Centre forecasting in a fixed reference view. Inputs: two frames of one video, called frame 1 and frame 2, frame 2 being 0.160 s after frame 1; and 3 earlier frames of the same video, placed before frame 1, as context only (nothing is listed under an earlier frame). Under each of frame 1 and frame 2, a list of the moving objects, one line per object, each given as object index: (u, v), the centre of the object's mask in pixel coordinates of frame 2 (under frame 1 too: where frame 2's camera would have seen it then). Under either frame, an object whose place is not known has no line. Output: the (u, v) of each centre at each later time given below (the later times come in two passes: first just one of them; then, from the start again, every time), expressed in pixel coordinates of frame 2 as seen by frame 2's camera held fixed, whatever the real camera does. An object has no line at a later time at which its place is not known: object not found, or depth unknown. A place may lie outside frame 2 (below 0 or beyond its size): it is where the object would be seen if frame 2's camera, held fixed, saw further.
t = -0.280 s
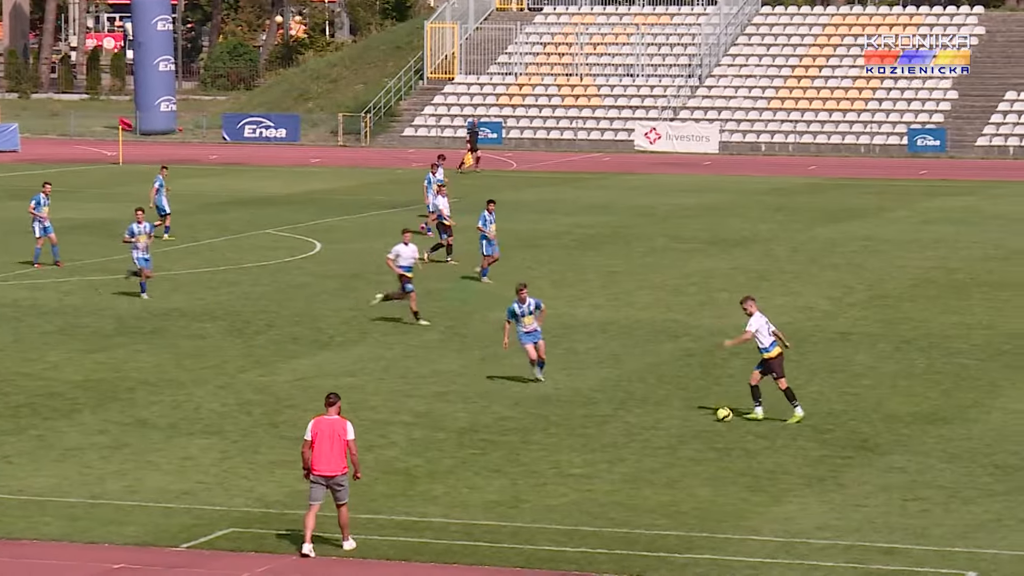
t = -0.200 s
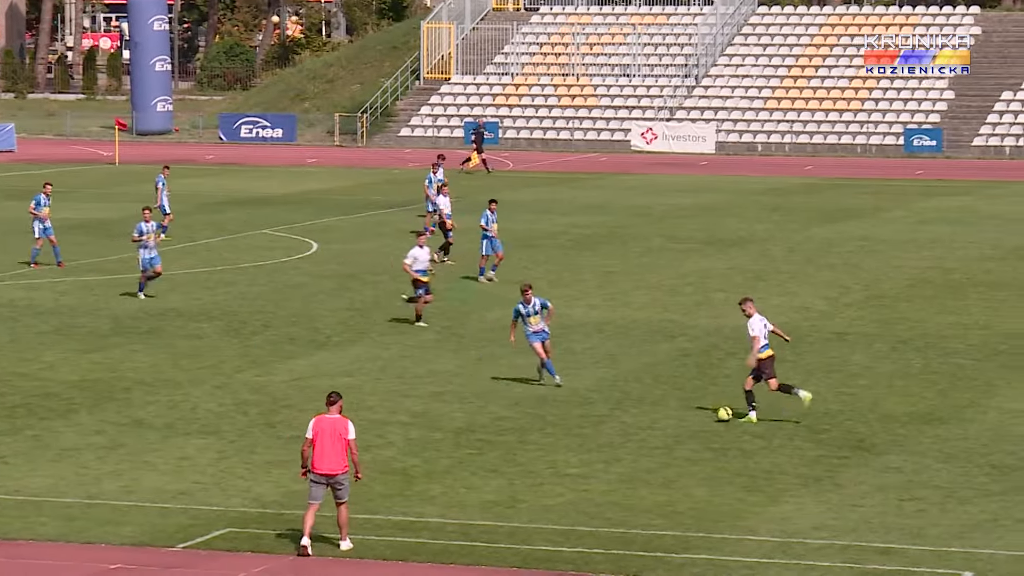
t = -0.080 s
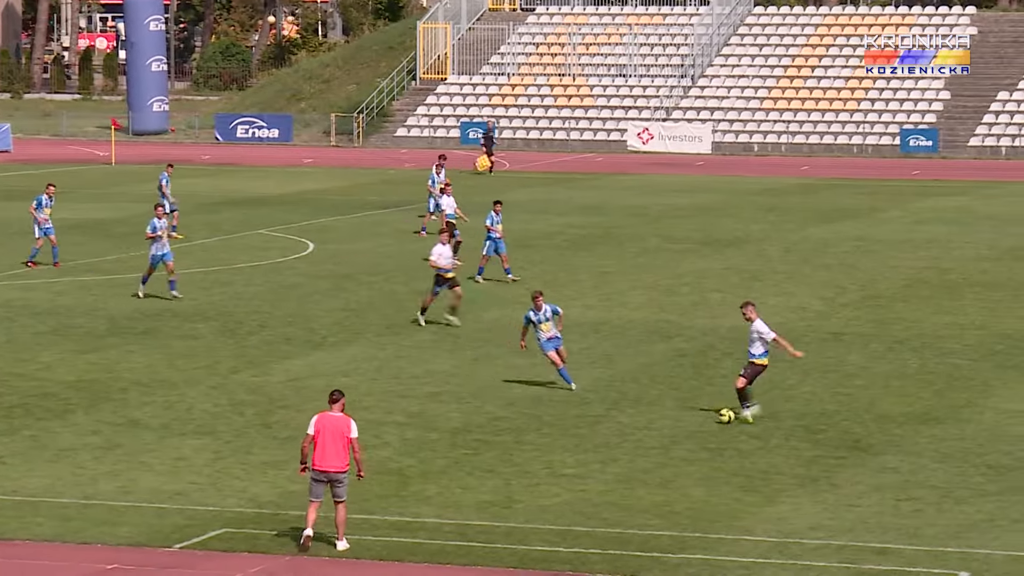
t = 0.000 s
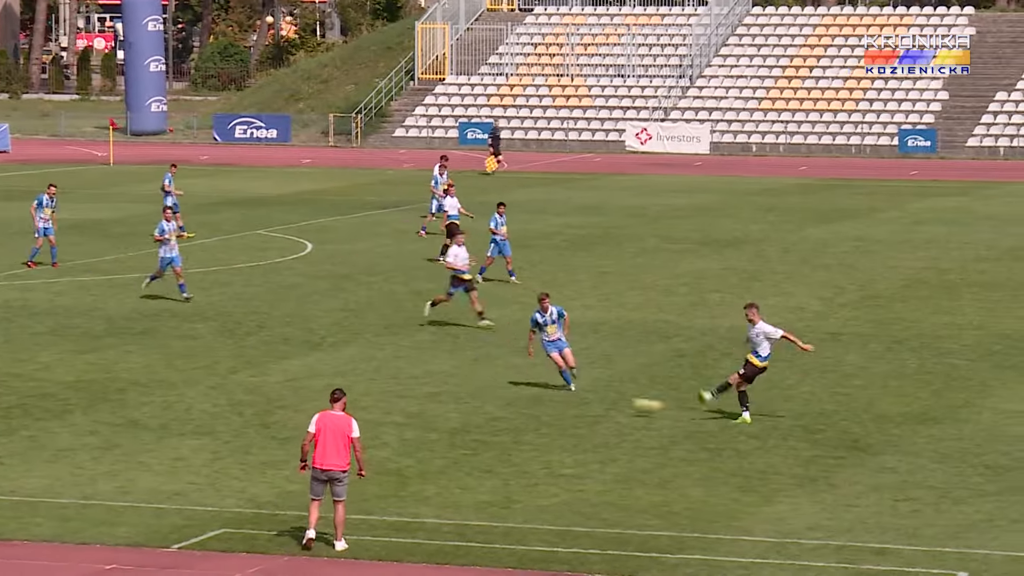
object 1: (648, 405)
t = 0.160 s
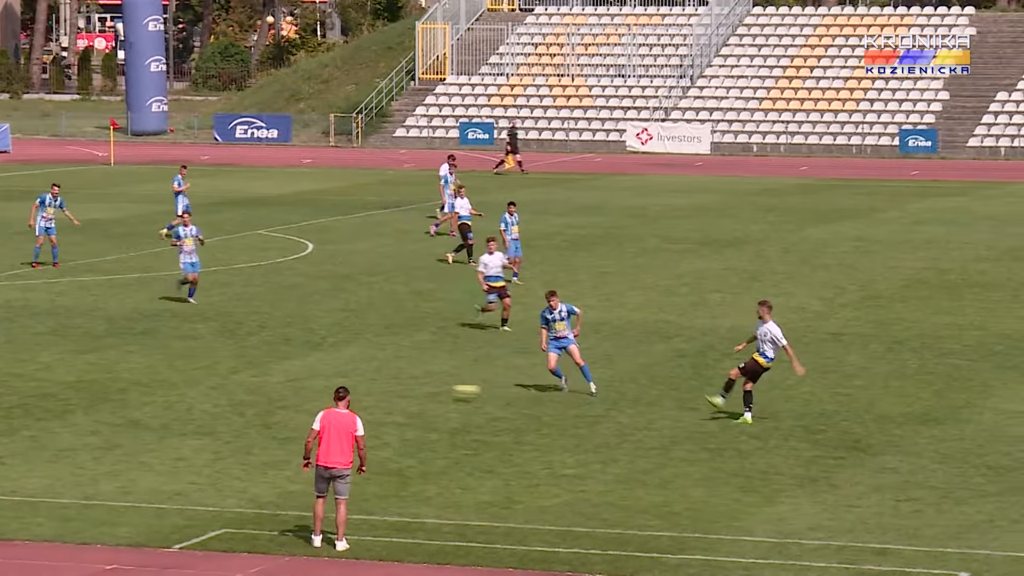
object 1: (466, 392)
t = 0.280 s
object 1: (354, 382)
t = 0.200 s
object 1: (424, 391)
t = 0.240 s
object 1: (387, 388)
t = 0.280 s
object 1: (354, 382)
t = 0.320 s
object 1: (321, 378)
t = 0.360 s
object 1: (289, 375)
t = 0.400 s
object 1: (258, 374)
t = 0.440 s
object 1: (228, 373)
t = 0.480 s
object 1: (199, 373)
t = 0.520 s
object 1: (174, 370)
